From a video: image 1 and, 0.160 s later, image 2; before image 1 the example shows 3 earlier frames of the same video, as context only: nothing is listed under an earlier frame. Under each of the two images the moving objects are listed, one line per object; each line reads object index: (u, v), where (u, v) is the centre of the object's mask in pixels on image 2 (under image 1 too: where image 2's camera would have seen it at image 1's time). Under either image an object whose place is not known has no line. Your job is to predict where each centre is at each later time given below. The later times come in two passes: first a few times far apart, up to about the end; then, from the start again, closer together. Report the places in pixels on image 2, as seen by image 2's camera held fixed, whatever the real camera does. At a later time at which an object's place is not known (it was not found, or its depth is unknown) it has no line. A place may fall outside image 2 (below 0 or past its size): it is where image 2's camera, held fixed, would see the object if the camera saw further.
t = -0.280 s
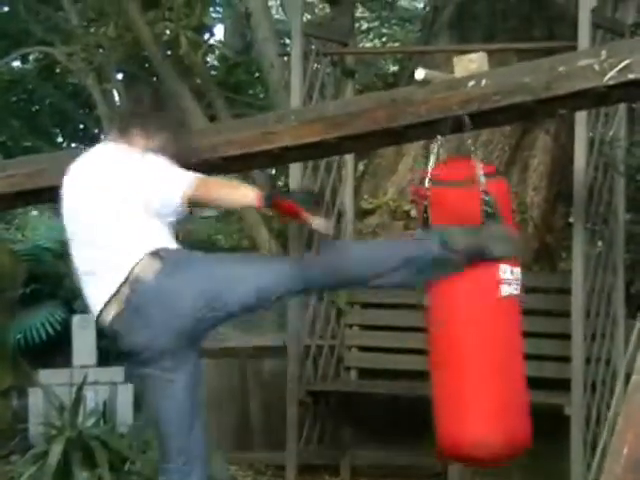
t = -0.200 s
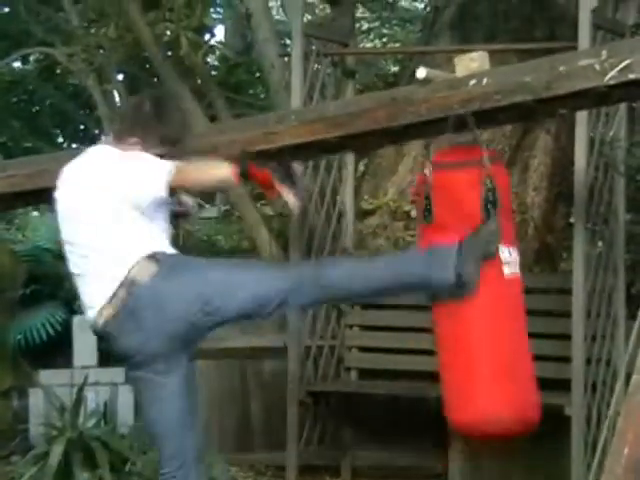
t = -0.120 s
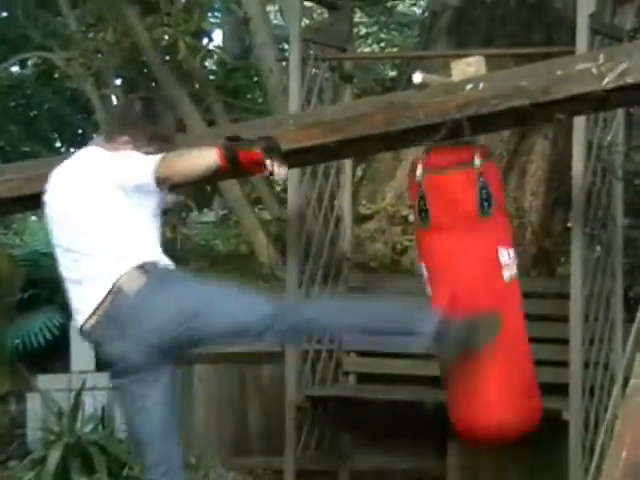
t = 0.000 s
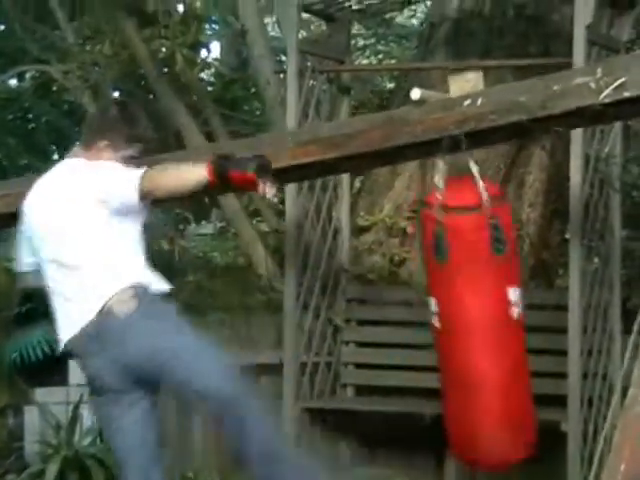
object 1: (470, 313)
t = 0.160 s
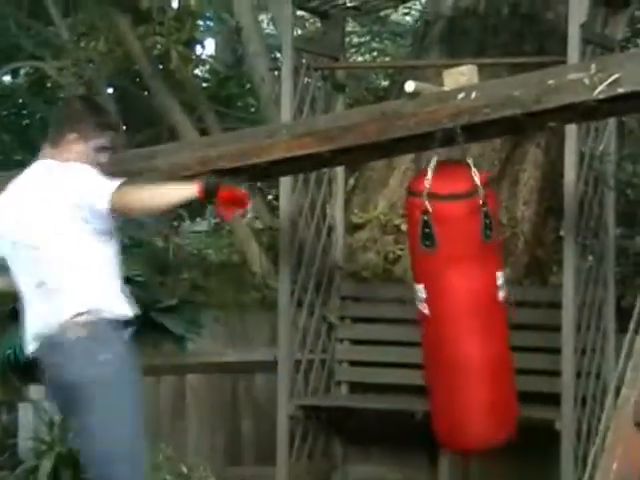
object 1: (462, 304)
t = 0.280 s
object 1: (454, 309)
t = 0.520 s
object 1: (435, 312)
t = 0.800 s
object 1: (416, 324)
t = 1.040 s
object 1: (415, 319)
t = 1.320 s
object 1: (433, 319)
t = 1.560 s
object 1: (452, 324)
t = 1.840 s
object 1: (461, 322)
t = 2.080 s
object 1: (456, 309)
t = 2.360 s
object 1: (442, 316)
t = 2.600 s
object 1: (432, 324)
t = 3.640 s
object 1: (451, 324)
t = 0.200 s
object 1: (459, 308)
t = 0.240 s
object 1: (458, 309)
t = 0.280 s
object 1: (454, 309)
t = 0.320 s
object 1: (451, 306)
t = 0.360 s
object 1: (449, 305)
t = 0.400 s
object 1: (445, 309)
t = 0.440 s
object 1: (441, 311)
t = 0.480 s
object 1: (439, 312)
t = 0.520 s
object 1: (435, 312)
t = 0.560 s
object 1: (431, 316)
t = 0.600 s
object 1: (428, 319)
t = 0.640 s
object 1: (424, 320)
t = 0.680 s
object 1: (422, 323)
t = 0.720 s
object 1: (420, 322)
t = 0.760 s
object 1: (418, 323)
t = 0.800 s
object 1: (416, 324)
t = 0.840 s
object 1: (414, 326)
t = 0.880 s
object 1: (414, 322)
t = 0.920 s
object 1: (414, 322)
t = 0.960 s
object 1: (414, 321)
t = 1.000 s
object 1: (414, 321)
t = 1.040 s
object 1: (415, 319)
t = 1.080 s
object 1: (417, 319)
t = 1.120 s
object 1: (419, 318)
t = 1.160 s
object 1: (421, 317)
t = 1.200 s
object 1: (424, 317)
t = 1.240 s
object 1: (426, 317)
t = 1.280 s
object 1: (430, 317)
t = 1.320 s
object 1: (433, 319)
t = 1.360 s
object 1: (437, 320)
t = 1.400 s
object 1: (440, 321)
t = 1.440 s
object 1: (443, 323)
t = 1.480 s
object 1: (446, 324)
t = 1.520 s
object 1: (449, 324)
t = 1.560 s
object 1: (452, 324)
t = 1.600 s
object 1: (454, 322)
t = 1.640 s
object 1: (456, 326)
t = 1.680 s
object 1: (458, 327)
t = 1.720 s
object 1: (458, 325)
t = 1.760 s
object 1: (459, 323)
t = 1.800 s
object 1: (460, 322)
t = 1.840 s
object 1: (461, 322)
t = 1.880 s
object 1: (461, 319)
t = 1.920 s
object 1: (461, 318)
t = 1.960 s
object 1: (460, 316)
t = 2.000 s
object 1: (459, 314)
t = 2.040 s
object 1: (458, 312)
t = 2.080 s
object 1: (456, 309)
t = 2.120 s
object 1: (455, 308)
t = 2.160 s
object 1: (453, 310)
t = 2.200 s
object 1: (451, 310)
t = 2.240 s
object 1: (449, 310)
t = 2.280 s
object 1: (447, 312)
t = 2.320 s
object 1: (444, 314)
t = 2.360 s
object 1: (442, 316)
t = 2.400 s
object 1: (440, 318)
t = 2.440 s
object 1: (439, 319)
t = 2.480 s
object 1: (437, 321)
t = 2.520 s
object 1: (435, 323)
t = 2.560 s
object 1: (433, 324)
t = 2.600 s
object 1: (432, 324)
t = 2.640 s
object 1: (431, 324)
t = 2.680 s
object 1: (429, 329)
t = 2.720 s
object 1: (429, 327)
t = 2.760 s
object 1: (428, 324)
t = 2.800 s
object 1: (428, 325)
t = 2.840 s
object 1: (428, 323)
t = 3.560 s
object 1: (449, 325)
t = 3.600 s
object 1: (450, 325)
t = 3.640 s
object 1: (451, 324)
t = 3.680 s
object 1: (451, 322)
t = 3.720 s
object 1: (452, 320)
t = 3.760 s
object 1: (452, 318)
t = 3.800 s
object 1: (452, 317)
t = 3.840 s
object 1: (452, 314)
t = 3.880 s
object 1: (452, 313)
